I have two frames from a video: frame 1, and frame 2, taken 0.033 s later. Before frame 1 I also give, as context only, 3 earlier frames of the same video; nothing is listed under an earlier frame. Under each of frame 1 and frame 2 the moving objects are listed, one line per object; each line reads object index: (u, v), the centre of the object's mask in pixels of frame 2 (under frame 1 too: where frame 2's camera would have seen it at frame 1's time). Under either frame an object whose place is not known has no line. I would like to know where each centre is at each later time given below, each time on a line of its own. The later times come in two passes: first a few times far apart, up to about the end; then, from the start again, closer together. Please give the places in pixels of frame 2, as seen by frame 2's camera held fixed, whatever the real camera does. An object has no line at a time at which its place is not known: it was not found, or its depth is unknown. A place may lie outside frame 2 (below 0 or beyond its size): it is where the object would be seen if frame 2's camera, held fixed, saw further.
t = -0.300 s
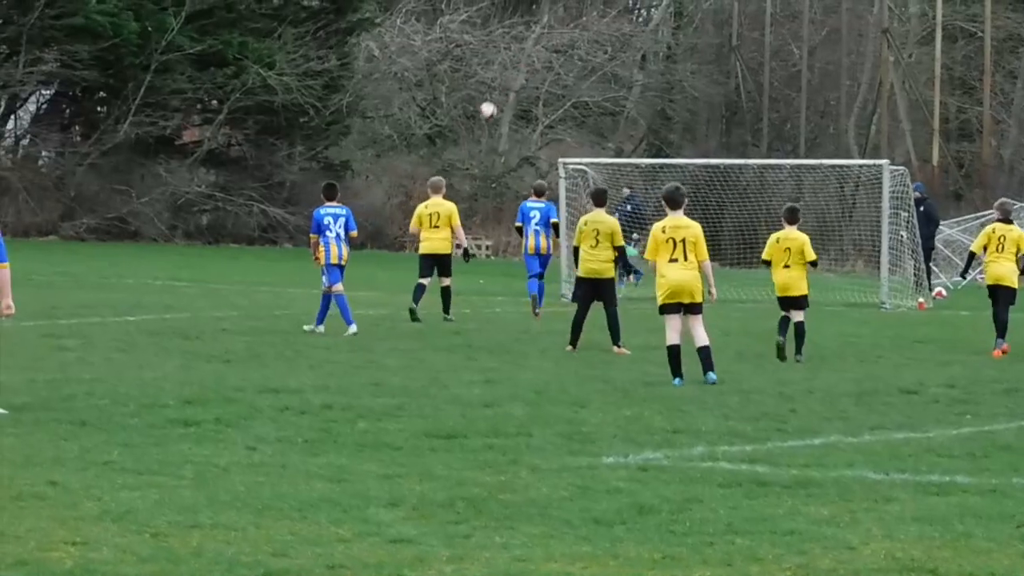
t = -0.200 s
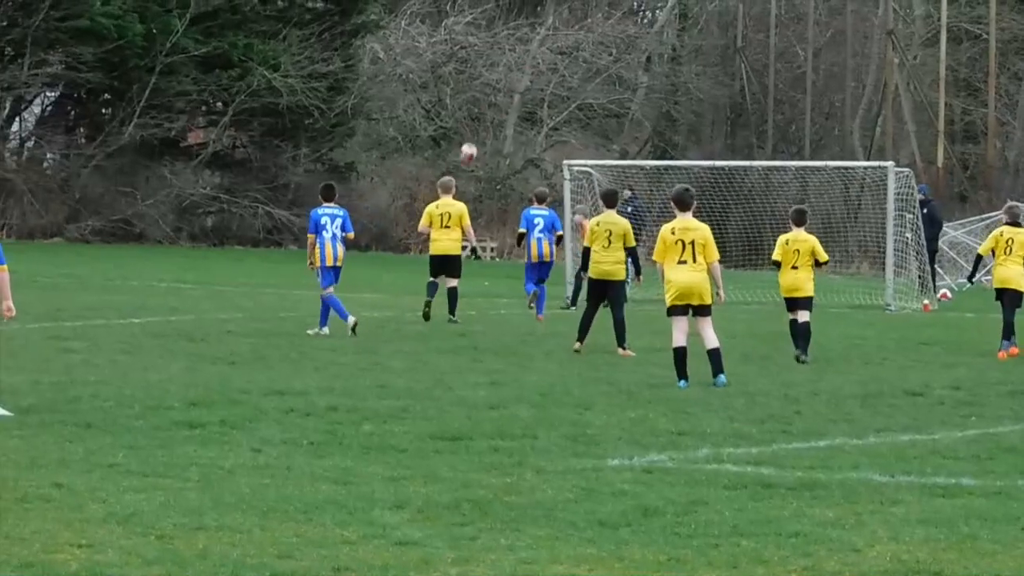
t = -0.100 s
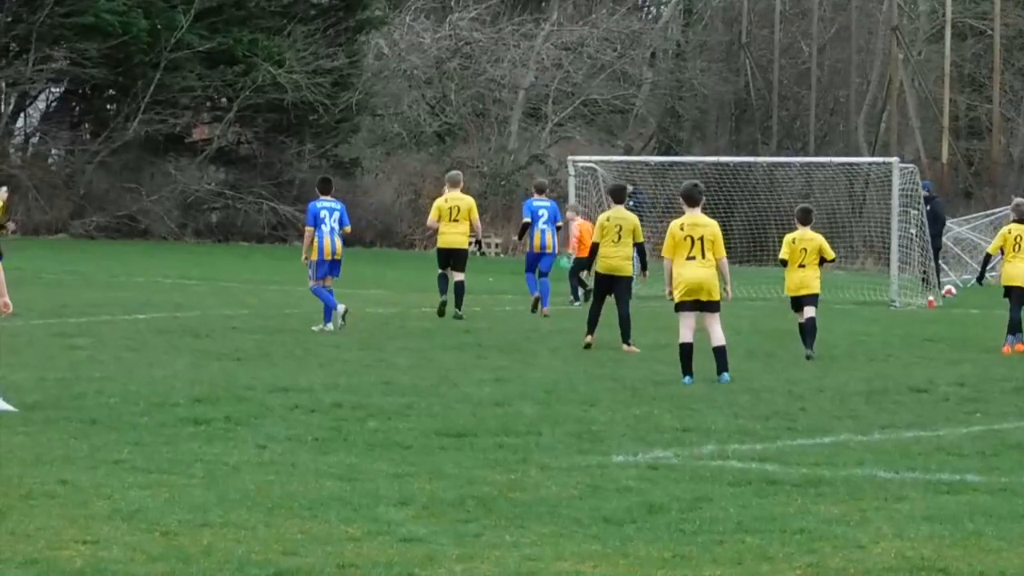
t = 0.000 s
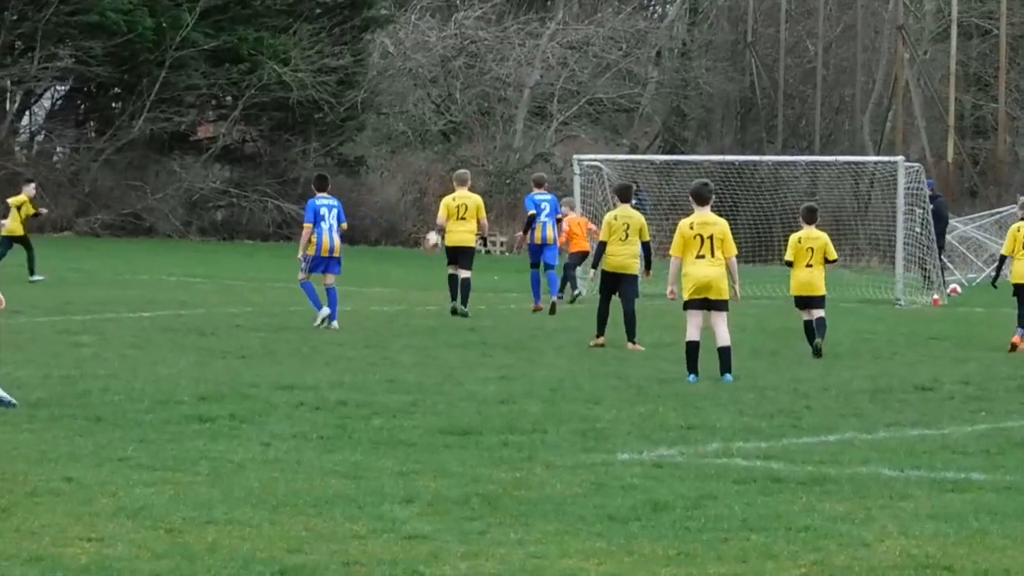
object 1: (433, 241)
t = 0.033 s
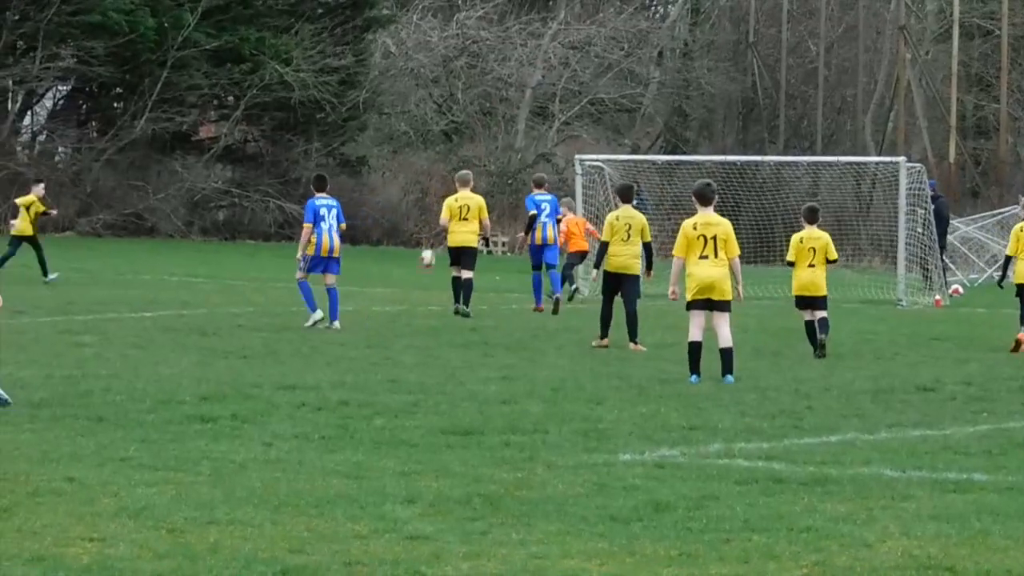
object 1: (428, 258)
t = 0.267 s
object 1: (409, 230)
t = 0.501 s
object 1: (402, 182)
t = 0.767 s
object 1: (395, 177)
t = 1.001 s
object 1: (389, 215)
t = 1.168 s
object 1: (383, 262)
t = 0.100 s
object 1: (414, 290)
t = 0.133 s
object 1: (413, 276)
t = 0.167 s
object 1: (412, 263)
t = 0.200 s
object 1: (411, 251)
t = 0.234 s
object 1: (410, 240)
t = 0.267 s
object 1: (409, 230)
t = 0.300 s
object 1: (408, 221)
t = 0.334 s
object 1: (407, 212)
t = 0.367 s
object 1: (406, 204)
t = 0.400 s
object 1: (405, 197)
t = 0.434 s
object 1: (405, 191)
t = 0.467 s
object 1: (403, 187)
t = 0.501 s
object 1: (402, 182)
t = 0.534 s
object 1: (402, 179)
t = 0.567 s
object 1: (400, 176)
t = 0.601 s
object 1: (399, 174)
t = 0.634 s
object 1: (399, 174)
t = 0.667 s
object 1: (398, 174)
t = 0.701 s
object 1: (397, 174)
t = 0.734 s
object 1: (396, 175)
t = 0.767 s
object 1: (395, 177)
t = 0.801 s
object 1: (393, 181)
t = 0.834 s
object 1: (392, 185)
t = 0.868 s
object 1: (392, 189)
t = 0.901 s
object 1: (391, 194)
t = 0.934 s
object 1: (389, 199)
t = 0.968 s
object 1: (389, 207)
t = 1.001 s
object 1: (389, 215)
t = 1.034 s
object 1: (387, 222)
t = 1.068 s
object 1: (386, 231)
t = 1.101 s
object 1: (386, 241)
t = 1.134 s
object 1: (384, 251)
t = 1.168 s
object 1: (383, 262)
